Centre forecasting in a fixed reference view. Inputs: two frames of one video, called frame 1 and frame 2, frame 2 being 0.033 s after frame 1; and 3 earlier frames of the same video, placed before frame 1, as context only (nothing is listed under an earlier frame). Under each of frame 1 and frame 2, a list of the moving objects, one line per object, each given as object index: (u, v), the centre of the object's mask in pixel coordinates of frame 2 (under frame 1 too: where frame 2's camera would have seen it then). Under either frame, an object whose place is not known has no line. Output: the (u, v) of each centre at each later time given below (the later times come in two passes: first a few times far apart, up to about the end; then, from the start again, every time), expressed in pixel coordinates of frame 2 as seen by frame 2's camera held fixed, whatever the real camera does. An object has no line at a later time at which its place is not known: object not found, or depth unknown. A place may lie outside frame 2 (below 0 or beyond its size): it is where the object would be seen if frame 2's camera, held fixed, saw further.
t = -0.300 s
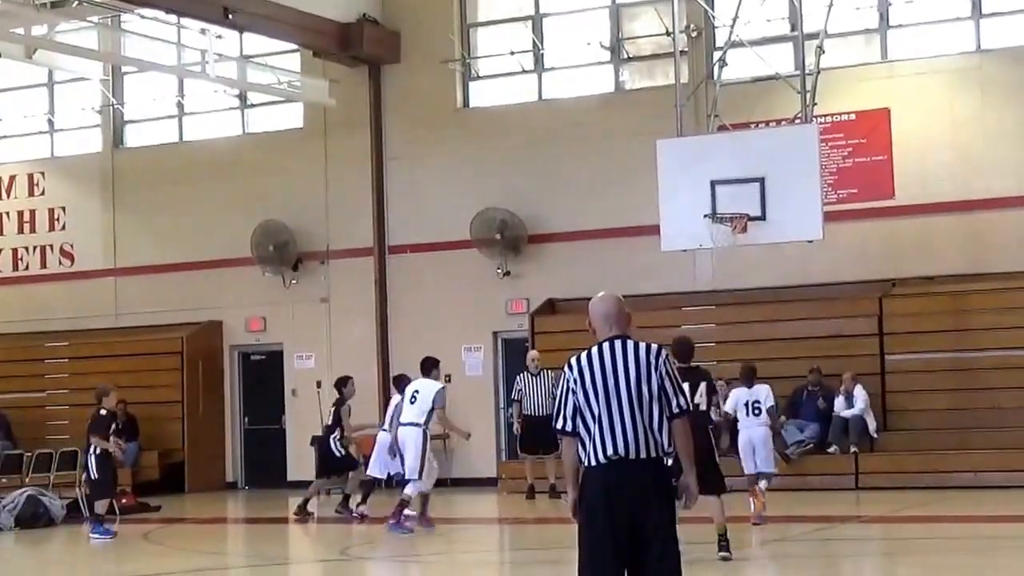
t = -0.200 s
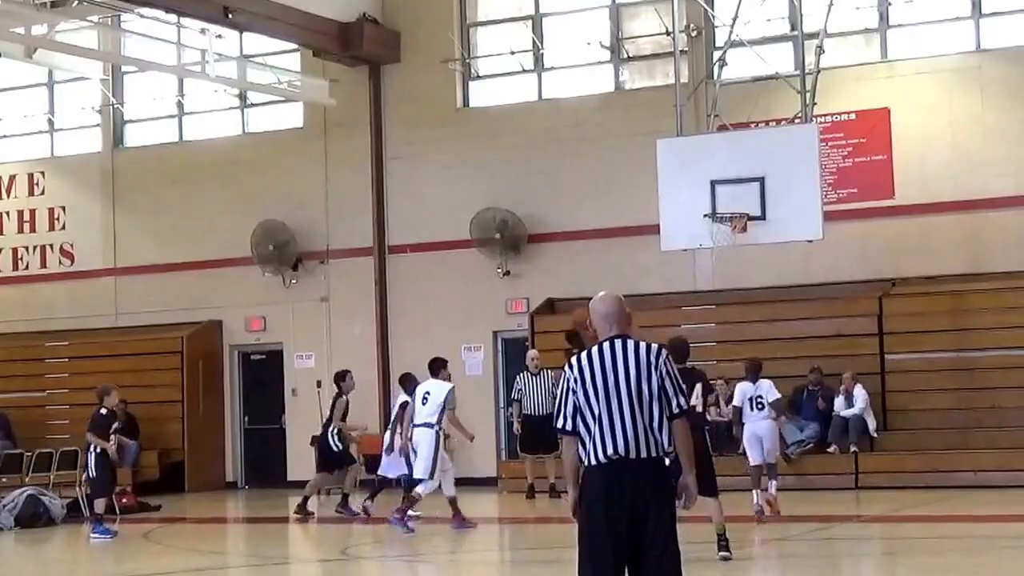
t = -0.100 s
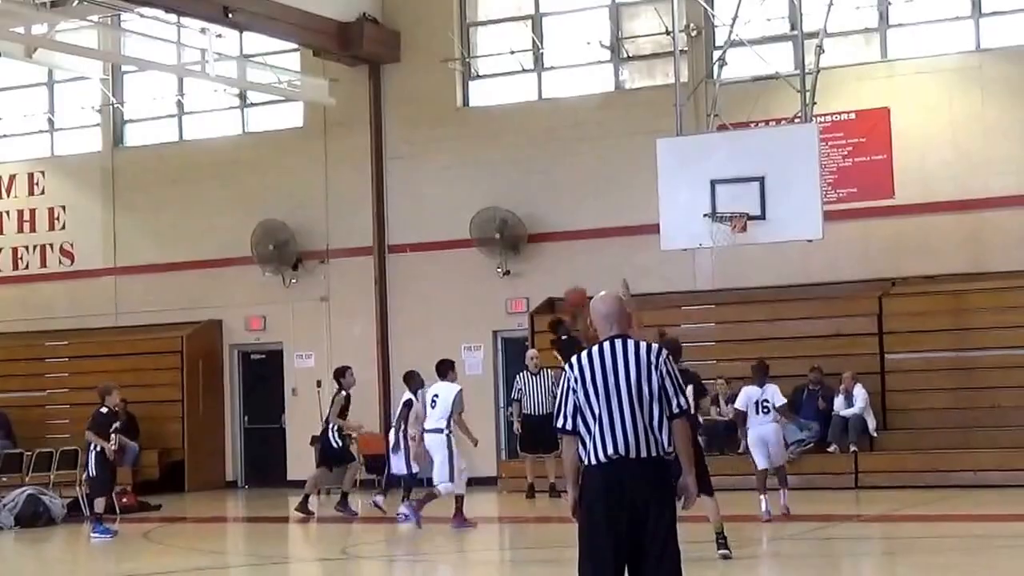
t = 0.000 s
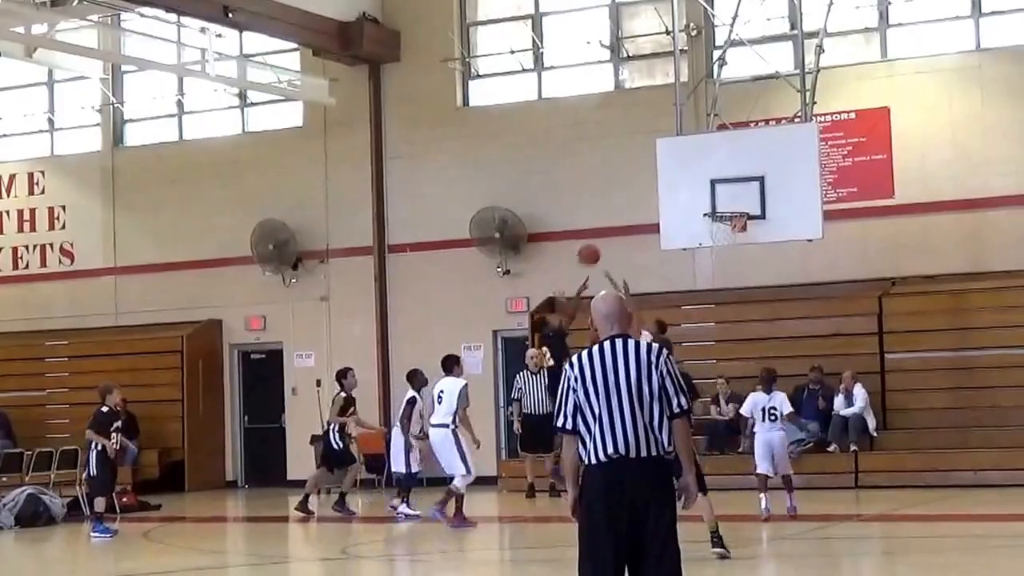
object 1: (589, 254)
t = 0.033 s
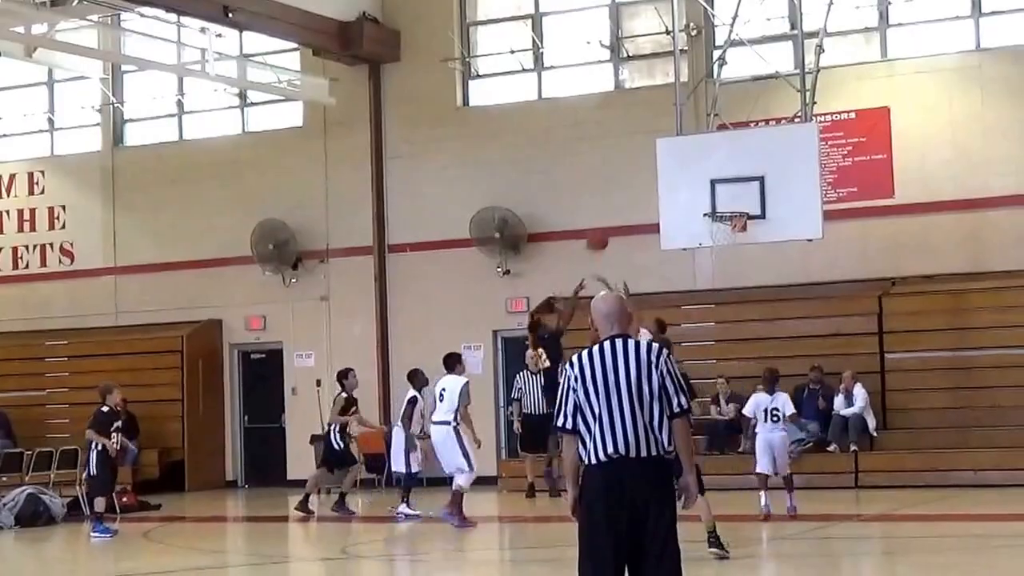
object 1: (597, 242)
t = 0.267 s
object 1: (654, 171)
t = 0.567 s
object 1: (721, 157)
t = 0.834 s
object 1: (731, 193)
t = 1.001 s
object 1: (721, 178)
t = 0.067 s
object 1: (606, 227)
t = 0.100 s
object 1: (614, 215)
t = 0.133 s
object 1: (622, 204)
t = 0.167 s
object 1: (630, 194)
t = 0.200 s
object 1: (638, 185)
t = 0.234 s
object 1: (646, 178)
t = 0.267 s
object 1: (654, 171)
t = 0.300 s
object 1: (662, 165)
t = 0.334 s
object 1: (671, 160)
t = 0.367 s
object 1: (679, 157)
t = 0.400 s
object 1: (687, 154)
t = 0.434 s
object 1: (695, 153)
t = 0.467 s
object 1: (704, 152)
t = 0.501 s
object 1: (712, 152)
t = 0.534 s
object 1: (719, 154)
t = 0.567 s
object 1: (721, 157)
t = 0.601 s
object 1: (722, 161)
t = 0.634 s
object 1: (725, 167)
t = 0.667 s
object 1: (727, 173)
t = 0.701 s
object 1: (729, 180)
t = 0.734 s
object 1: (731, 189)
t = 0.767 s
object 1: (733, 199)
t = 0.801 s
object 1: (733, 198)
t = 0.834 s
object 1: (731, 193)
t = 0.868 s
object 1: (729, 189)
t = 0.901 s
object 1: (726, 184)
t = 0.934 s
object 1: (725, 181)
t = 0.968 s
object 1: (722, 179)
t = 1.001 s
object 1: (721, 178)
